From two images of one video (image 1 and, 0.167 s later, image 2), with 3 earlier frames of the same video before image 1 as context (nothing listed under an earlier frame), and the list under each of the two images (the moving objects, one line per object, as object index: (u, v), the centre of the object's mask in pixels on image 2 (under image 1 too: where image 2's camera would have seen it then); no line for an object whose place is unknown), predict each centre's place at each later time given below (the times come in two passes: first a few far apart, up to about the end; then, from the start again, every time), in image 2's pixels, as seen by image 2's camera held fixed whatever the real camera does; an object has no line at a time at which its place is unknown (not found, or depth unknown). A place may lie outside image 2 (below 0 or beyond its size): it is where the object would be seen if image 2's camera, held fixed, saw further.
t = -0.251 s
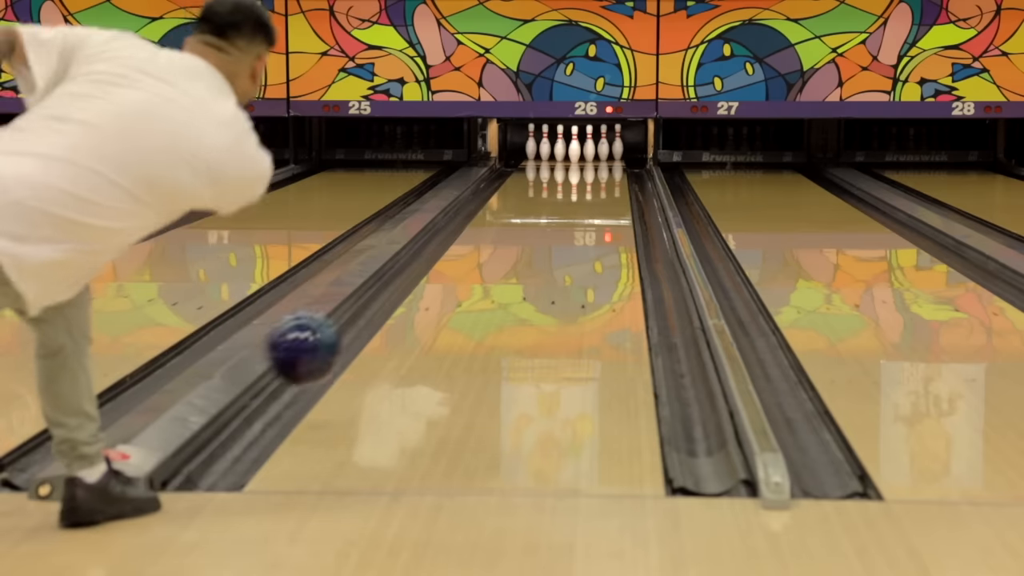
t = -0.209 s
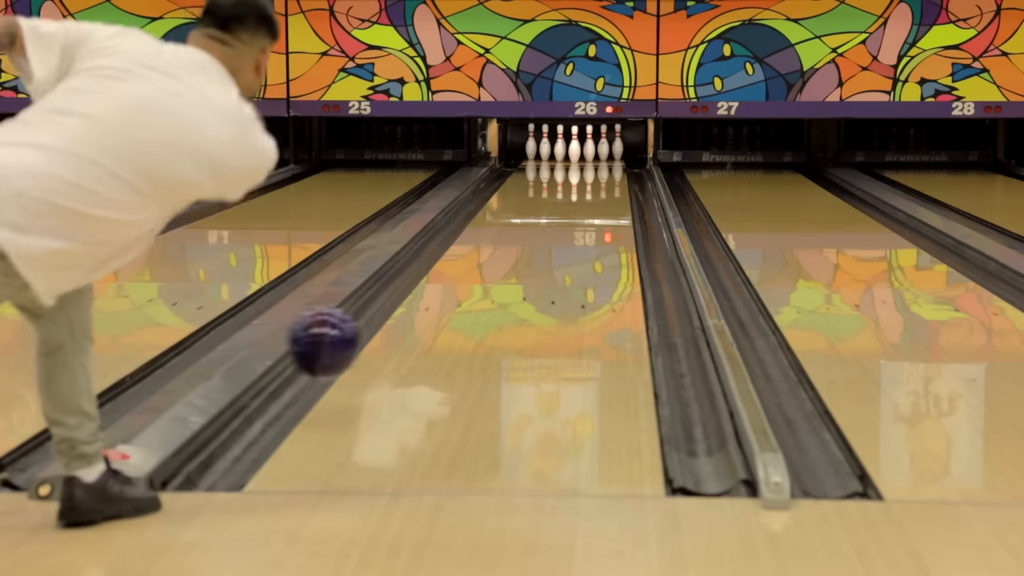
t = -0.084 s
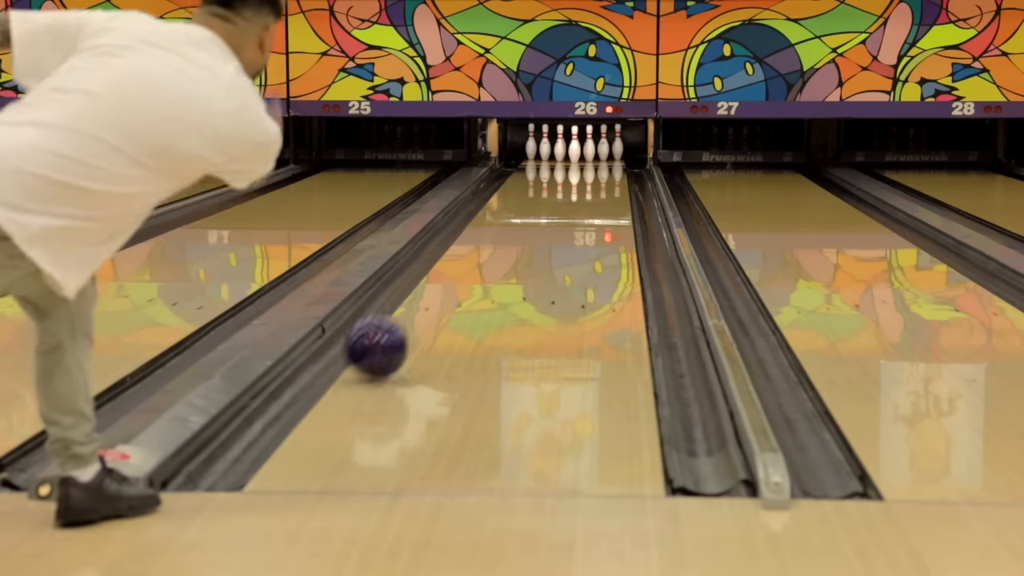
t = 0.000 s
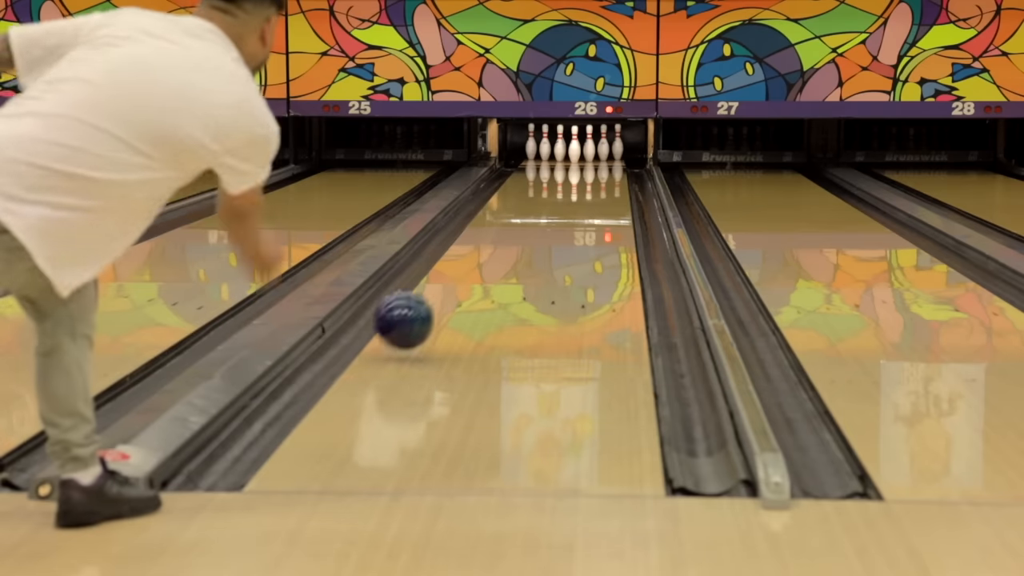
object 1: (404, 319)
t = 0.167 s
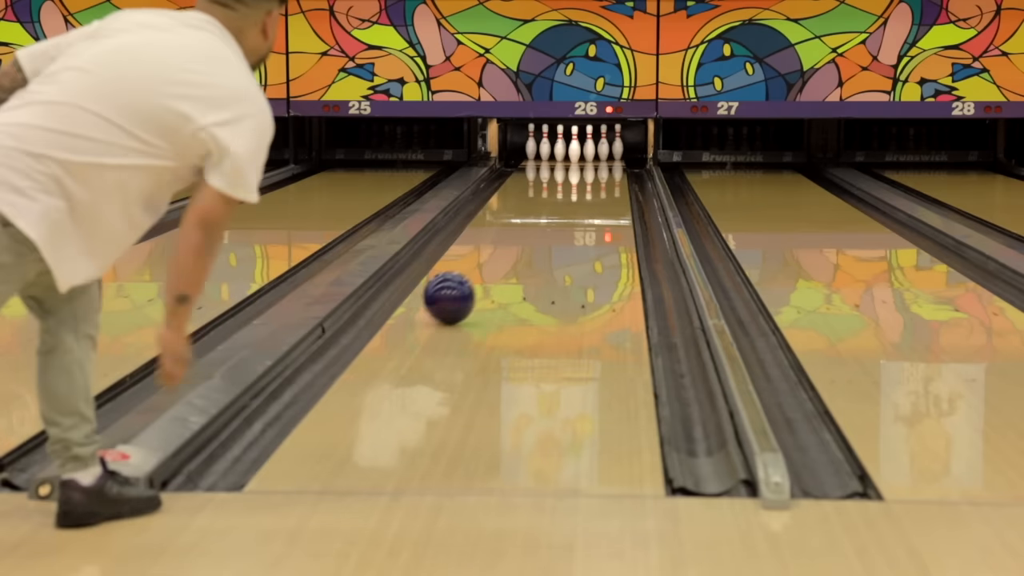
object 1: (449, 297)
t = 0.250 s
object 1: (468, 284)
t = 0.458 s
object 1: (505, 256)
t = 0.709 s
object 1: (538, 231)
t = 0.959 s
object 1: (562, 212)
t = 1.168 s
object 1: (578, 199)
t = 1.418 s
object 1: (592, 186)
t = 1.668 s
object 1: (602, 175)
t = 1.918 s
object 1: (604, 166)
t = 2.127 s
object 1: (598, 160)
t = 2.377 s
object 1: (585, 153)
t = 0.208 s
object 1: (459, 290)
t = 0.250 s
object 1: (468, 284)
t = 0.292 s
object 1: (476, 278)
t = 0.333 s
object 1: (484, 272)
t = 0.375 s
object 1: (491, 266)
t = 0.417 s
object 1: (498, 261)
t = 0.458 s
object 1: (505, 256)
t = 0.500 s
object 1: (511, 252)
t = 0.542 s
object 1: (517, 247)
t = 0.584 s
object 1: (523, 243)
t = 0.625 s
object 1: (528, 239)
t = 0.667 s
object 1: (533, 235)
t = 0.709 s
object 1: (538, 231)
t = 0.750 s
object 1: (543, 228)
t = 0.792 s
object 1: (547, 224)
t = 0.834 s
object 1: (551, 221)
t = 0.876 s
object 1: (555, 218)
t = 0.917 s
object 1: (559, 215)
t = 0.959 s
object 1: (562, 212)
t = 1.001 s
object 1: (566, 209)
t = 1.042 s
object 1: (570, 206)
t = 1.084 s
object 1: (572, 204)
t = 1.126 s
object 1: (575, 201)
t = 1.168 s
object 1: (578, 199)
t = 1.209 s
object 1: (581, 196)
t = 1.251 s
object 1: (583, 194)
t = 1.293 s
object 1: (586, 192)
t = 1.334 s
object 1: (588, 190)
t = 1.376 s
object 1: (590, 188)
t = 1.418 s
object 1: (592, 186)
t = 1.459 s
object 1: (594, 184)
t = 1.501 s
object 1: (596, 182)
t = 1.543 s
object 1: (598, 180)
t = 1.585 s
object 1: (600, 178)
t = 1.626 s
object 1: (601, 177)
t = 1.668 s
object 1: (602, 175)
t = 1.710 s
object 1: (603, 174)
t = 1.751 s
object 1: (604, 172)
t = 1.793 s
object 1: (604, 170)
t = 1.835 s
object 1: (604, 169)
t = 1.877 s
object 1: (604, 167)
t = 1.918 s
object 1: (604, 166)
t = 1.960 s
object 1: (603, 165)
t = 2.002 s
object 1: (602, 163)
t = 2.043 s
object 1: (601, 162)
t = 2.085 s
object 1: (599, 161)
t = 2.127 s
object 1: (598, 160)
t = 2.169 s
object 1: (596, 158)
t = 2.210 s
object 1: (594, 157)
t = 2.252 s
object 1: (592, 157)
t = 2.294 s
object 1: (589, 155)
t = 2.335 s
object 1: (587, 154)
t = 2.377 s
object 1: (585, 153)
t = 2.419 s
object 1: (585, 152)
